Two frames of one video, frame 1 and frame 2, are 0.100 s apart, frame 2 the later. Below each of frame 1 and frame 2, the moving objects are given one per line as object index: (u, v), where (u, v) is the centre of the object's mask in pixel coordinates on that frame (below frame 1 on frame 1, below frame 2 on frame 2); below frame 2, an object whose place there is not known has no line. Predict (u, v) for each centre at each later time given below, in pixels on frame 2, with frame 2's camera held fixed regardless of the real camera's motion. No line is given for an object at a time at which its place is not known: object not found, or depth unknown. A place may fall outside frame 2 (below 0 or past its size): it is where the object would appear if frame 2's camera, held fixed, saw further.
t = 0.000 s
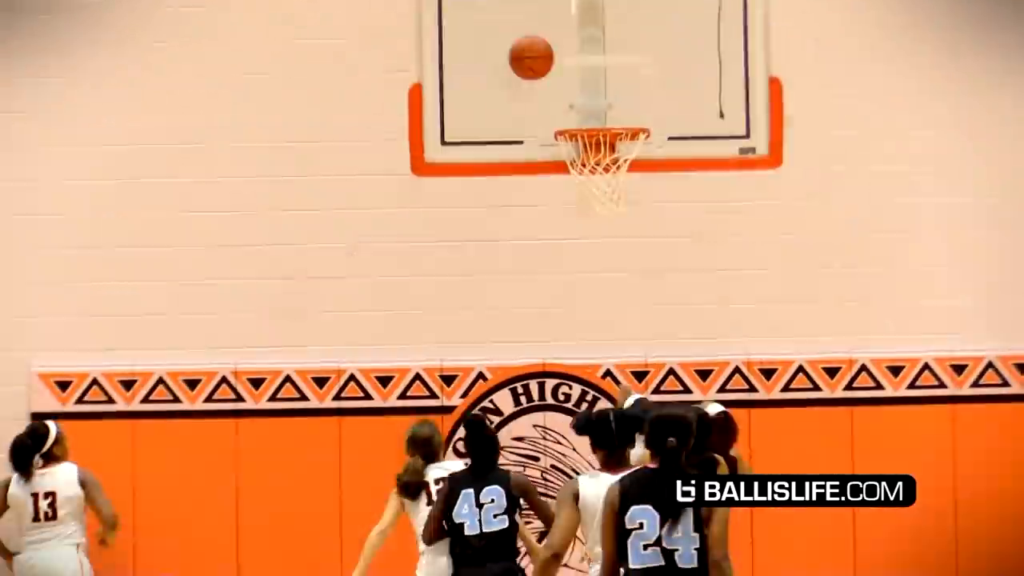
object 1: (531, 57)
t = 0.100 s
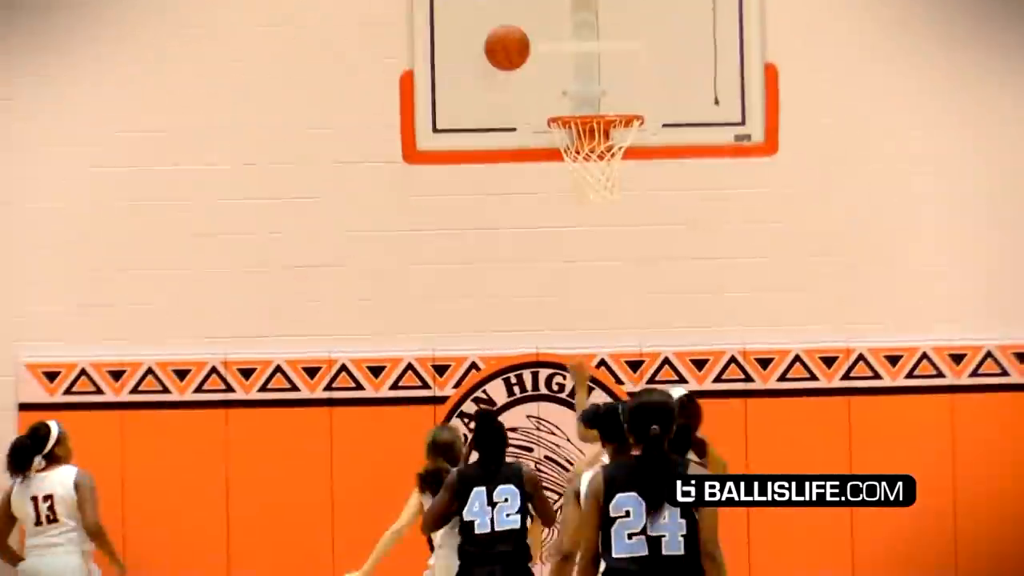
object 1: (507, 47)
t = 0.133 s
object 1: (501, 53)
